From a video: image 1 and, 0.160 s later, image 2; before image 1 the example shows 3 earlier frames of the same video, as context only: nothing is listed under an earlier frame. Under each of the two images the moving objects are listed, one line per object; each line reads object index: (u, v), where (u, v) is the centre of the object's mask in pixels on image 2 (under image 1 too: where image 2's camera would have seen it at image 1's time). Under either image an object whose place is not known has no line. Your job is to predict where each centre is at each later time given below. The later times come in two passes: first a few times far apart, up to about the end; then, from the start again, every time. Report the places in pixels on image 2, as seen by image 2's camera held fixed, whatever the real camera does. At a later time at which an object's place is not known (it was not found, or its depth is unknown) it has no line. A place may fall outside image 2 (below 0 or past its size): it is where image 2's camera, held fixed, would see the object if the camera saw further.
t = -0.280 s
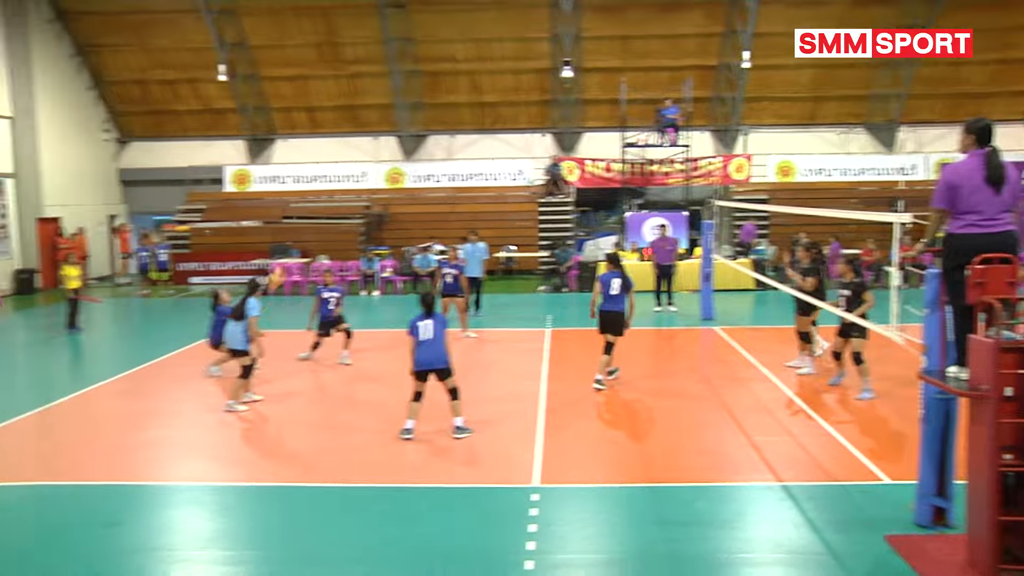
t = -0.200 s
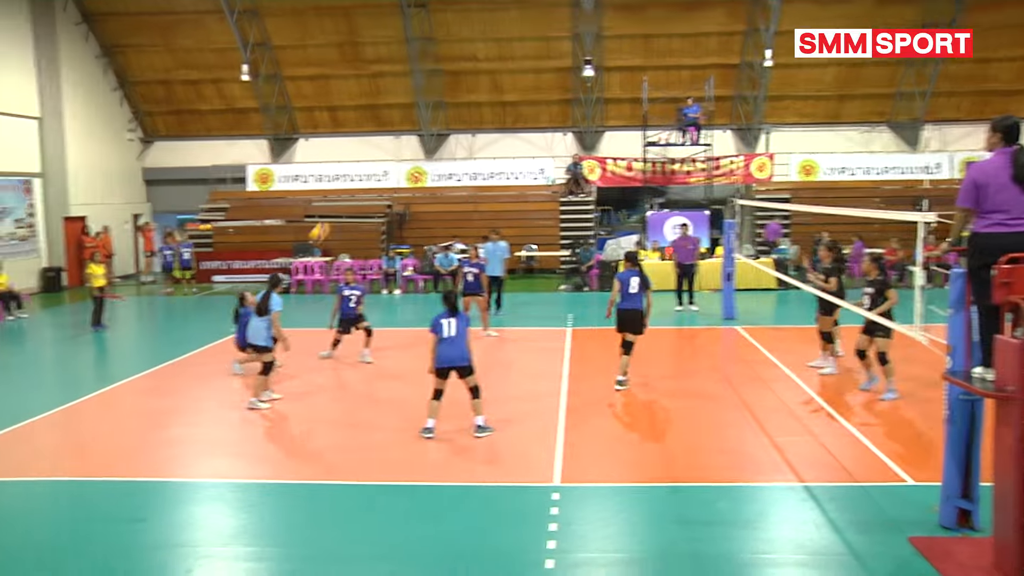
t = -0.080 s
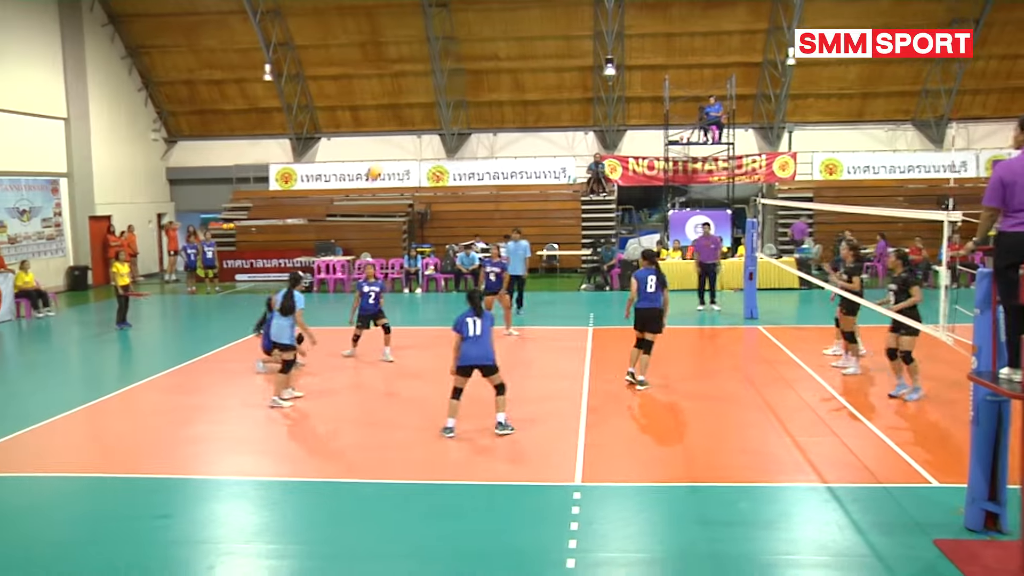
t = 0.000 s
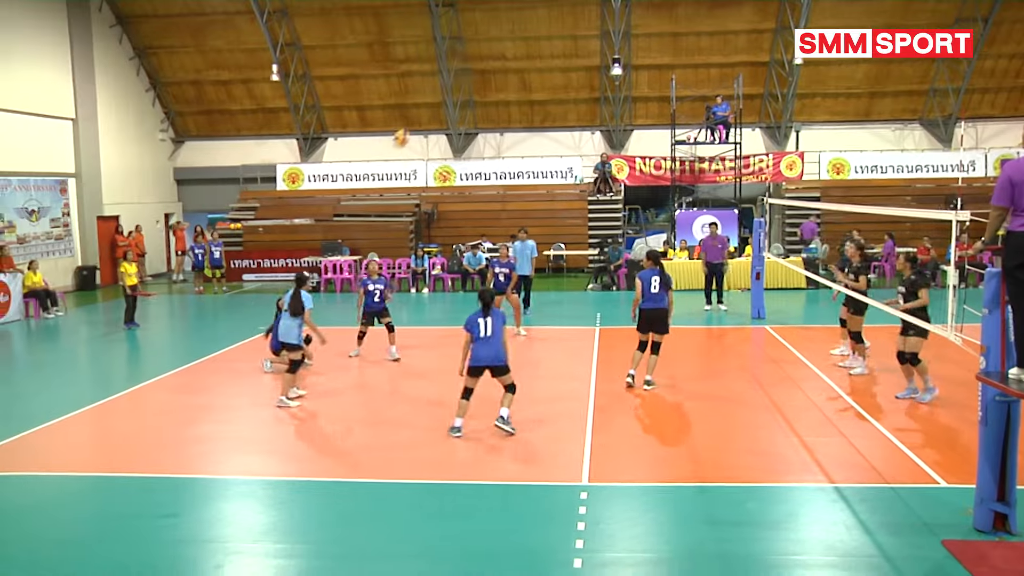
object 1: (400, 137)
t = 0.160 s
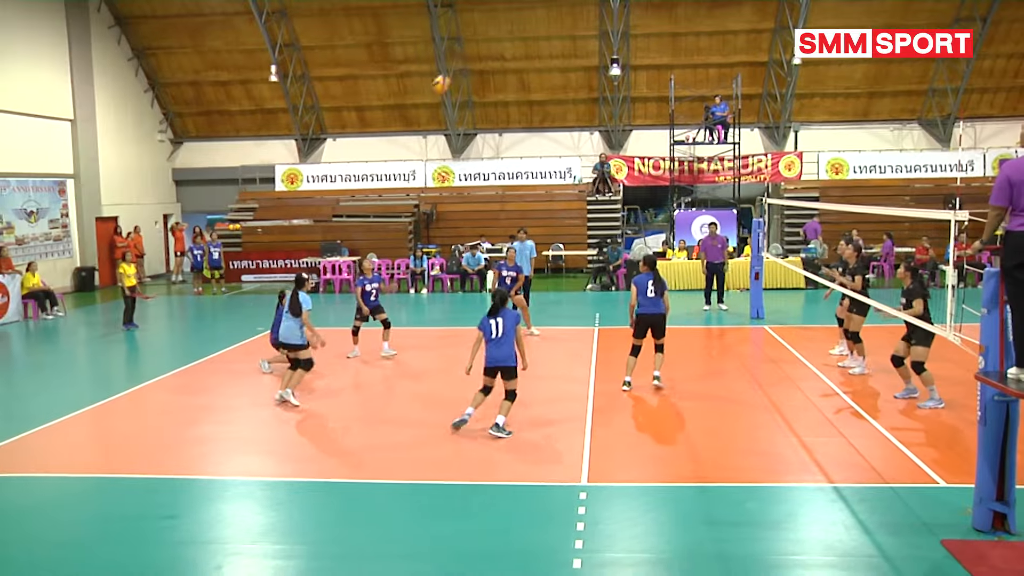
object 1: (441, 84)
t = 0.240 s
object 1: (461, 62)
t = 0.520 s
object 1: (529, 19)
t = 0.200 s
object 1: (452, 72)
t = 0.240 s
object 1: (461, 62)
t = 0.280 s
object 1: (471, 52)
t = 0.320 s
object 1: (480, 44)
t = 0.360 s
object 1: (491, 37)
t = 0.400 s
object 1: (499, 30)
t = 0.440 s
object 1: (509, 27)
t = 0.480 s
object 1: (519, 22)
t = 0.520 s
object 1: (529, 19)
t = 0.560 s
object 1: (538, 16)
